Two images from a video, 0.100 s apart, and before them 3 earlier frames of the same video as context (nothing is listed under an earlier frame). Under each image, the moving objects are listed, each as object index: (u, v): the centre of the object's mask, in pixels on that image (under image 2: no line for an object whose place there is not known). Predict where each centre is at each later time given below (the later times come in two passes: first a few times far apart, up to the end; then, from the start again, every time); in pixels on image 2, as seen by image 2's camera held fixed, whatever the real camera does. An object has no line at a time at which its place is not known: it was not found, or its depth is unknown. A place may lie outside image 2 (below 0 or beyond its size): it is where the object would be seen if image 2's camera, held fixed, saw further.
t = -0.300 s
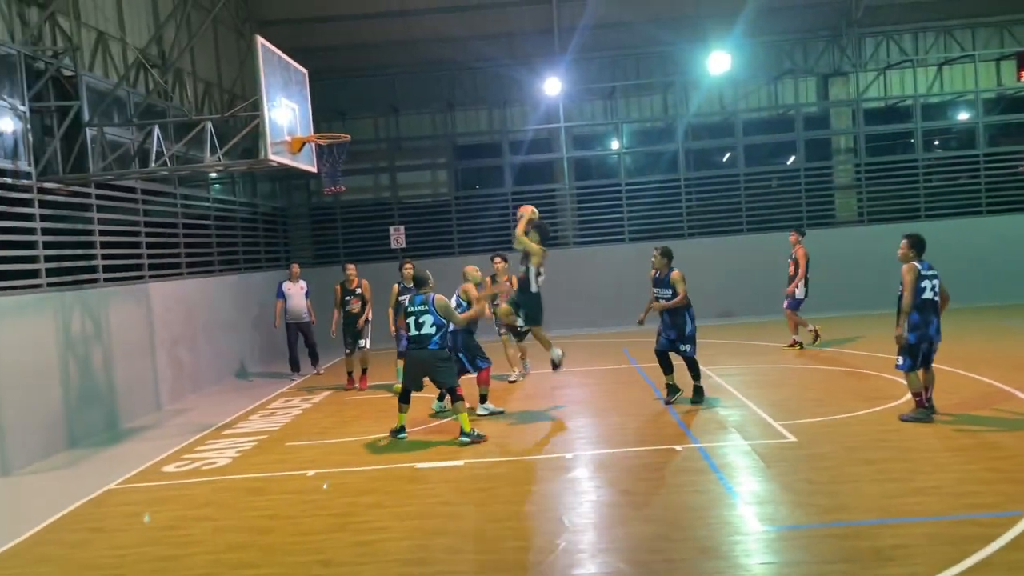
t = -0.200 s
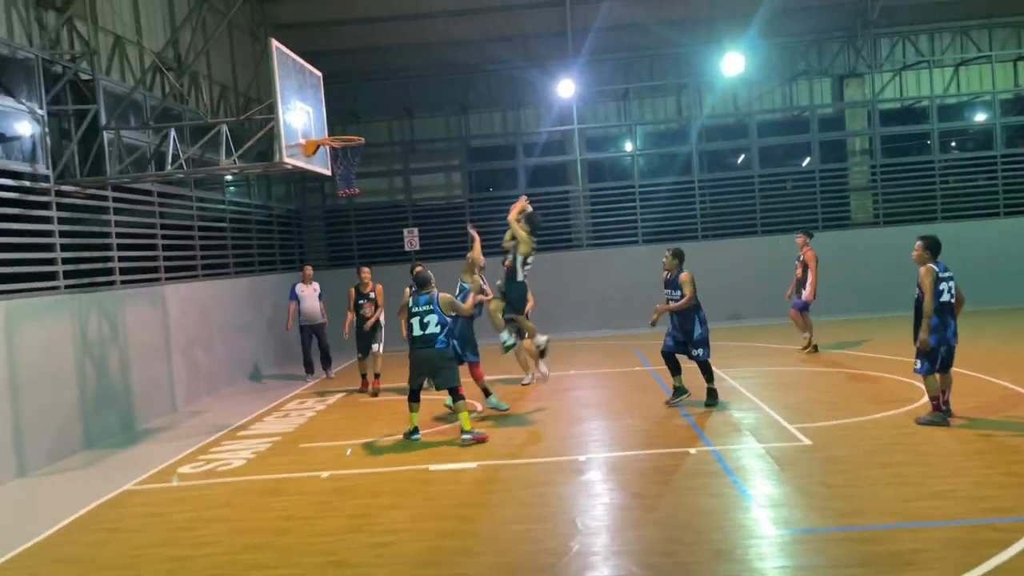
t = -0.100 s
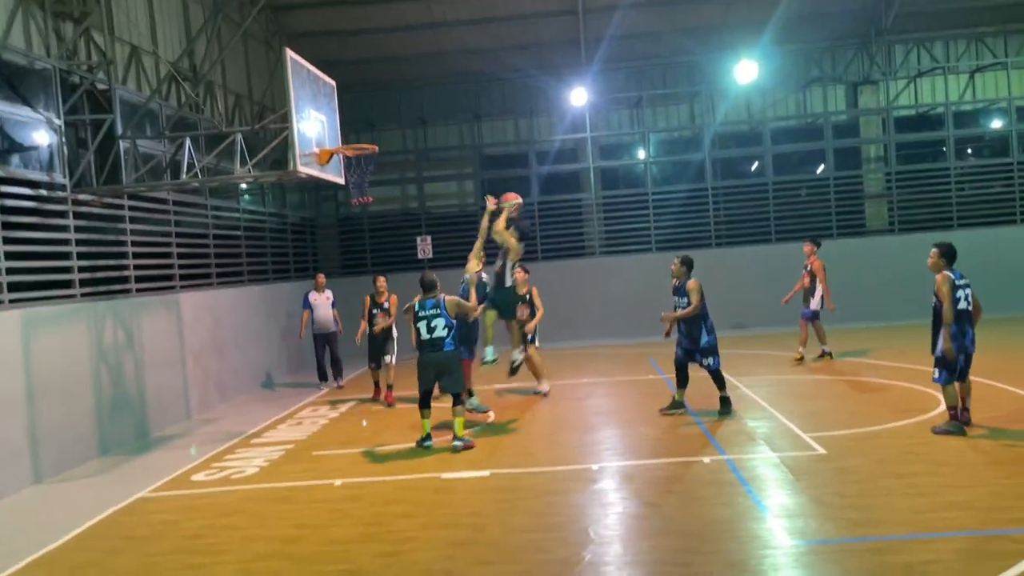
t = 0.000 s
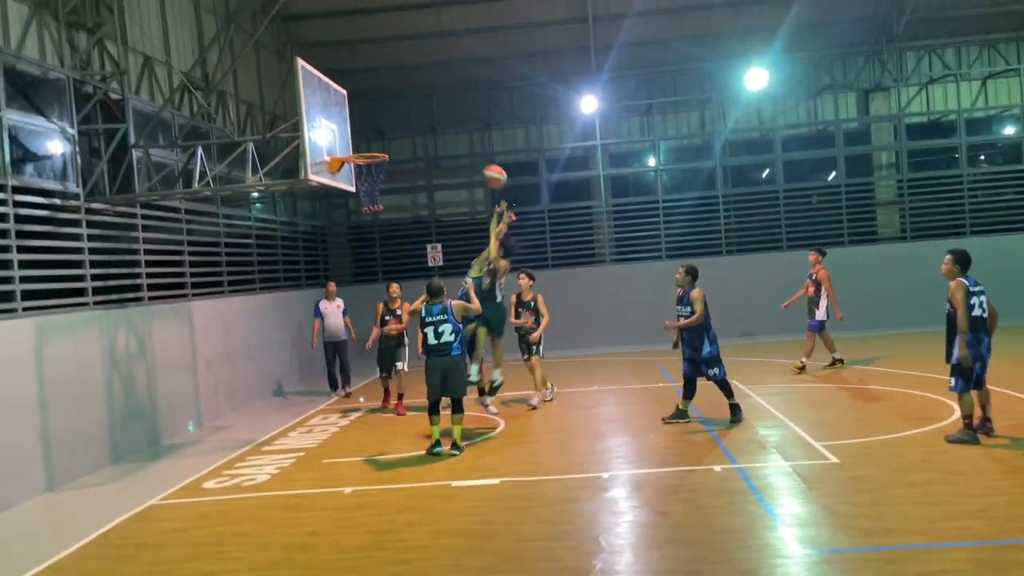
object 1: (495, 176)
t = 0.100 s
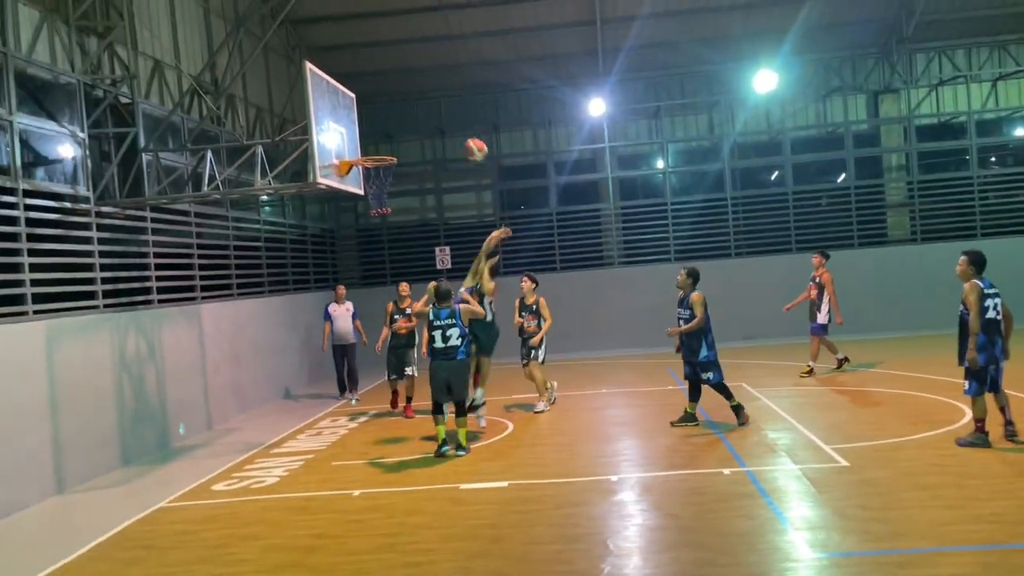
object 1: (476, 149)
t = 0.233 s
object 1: (442, 125)
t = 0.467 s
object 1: (386, 121)
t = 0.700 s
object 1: (363, 147)
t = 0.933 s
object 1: (409, 152)
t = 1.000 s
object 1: (424, 162)
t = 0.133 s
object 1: (467, 142)
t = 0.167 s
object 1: (459, 135)
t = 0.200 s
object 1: (450, 129)
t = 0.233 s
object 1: (442, 125)
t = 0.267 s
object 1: (433, 122)
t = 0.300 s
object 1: (425, 119)
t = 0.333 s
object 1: (417, 118)
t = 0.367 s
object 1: (409, 116)
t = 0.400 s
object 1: (402, 116)
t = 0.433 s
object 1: (394, 118)
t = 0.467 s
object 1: (386, 121)
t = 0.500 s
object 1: (379, 124)
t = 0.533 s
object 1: (372, 128)
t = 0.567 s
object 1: (365, 133)
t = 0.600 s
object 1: (358, 139)
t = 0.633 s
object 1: (351, 146)
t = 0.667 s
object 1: (356, 149)
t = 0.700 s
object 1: (363, 147)
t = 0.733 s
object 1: (369, 145)
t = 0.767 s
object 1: (375, 145)
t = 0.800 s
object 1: (382, 144)
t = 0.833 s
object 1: (388, 145)
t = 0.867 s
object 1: (395, 146)
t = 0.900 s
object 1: (402, 148)
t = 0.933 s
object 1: (409, 152)
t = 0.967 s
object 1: (416, 157)
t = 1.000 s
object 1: (424, 162)
